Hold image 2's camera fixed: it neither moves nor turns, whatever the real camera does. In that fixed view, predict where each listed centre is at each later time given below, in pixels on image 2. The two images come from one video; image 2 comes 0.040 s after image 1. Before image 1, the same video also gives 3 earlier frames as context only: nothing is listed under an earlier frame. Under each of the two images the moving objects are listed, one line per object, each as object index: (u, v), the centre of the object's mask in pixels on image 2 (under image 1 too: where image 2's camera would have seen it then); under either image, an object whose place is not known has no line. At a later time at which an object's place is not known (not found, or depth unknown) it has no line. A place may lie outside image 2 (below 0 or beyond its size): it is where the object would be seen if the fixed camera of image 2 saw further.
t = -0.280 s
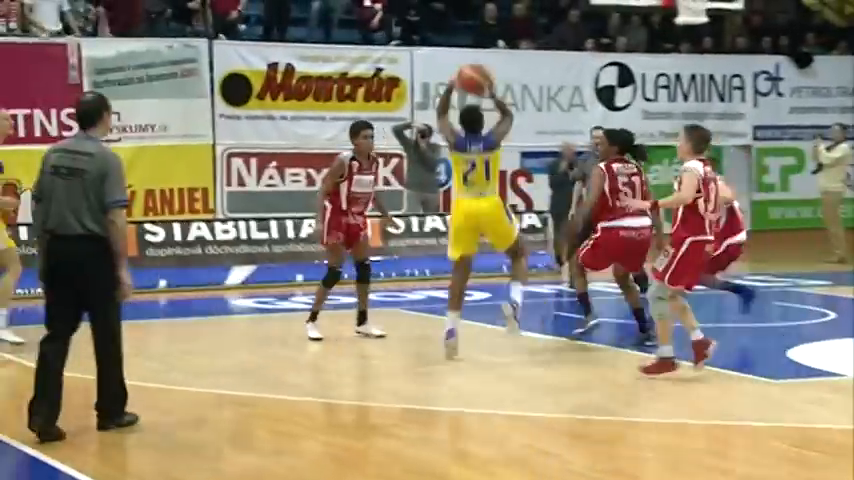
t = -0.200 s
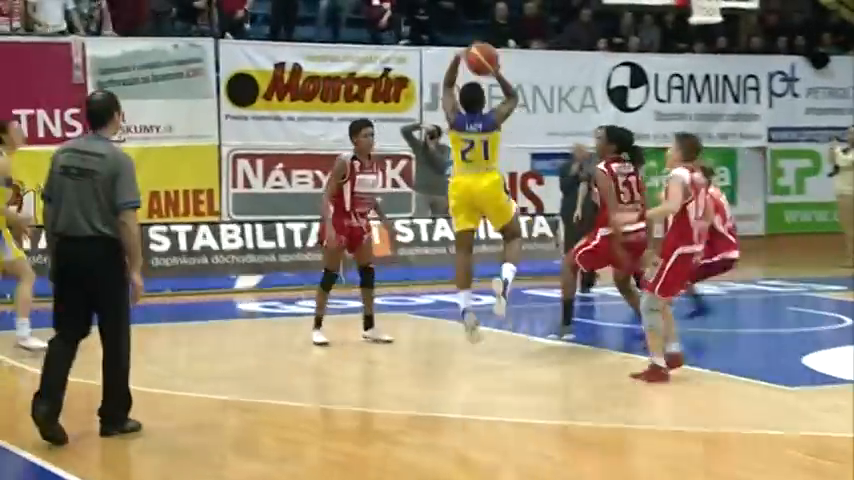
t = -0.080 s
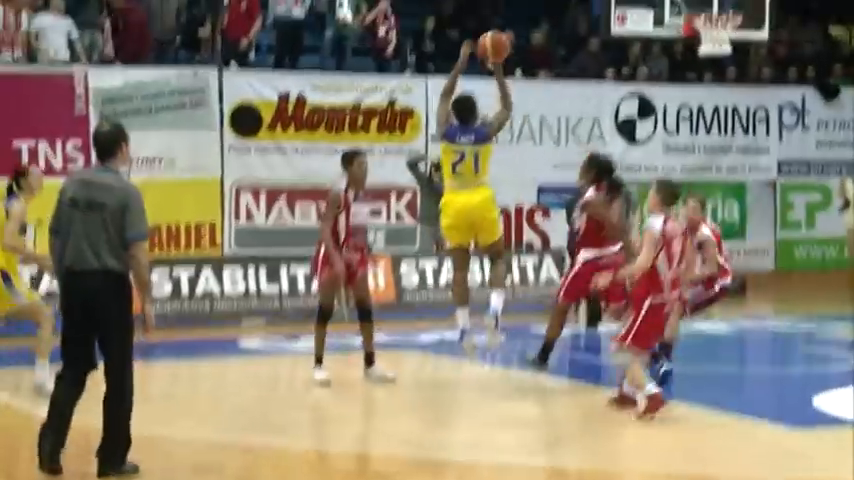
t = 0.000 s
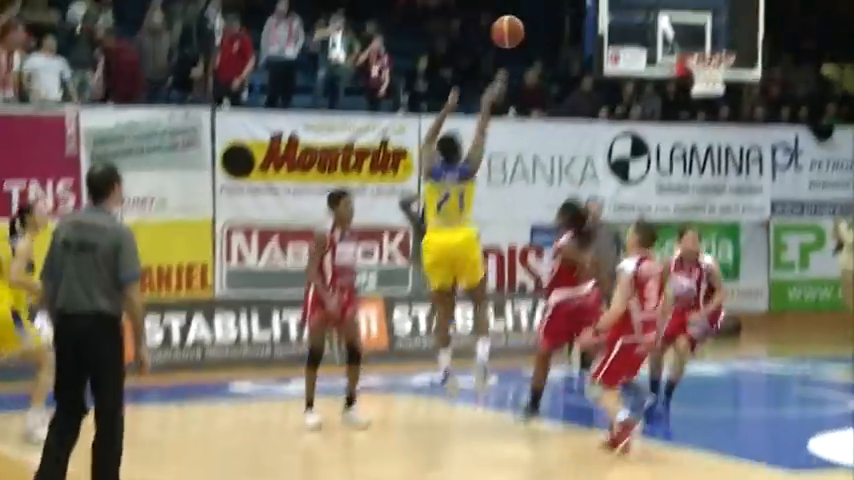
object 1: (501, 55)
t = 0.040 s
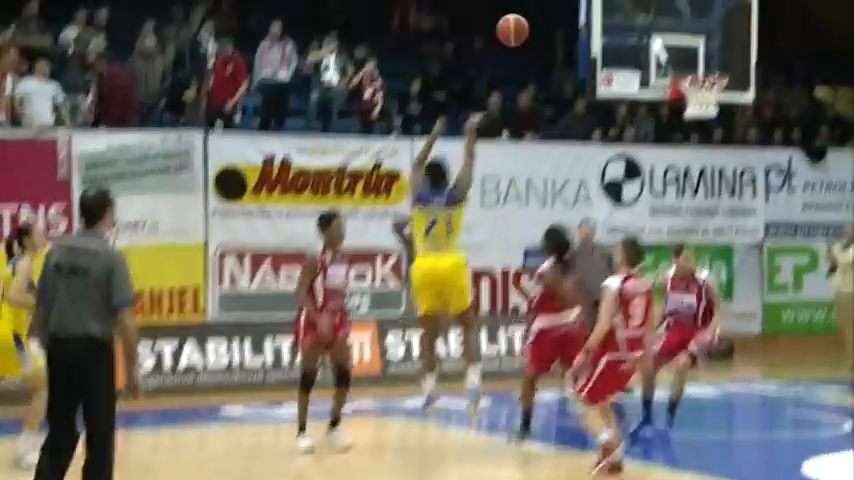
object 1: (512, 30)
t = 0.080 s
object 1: (523, 8)
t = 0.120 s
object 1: (535, -10)
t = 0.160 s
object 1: (546, -25)
